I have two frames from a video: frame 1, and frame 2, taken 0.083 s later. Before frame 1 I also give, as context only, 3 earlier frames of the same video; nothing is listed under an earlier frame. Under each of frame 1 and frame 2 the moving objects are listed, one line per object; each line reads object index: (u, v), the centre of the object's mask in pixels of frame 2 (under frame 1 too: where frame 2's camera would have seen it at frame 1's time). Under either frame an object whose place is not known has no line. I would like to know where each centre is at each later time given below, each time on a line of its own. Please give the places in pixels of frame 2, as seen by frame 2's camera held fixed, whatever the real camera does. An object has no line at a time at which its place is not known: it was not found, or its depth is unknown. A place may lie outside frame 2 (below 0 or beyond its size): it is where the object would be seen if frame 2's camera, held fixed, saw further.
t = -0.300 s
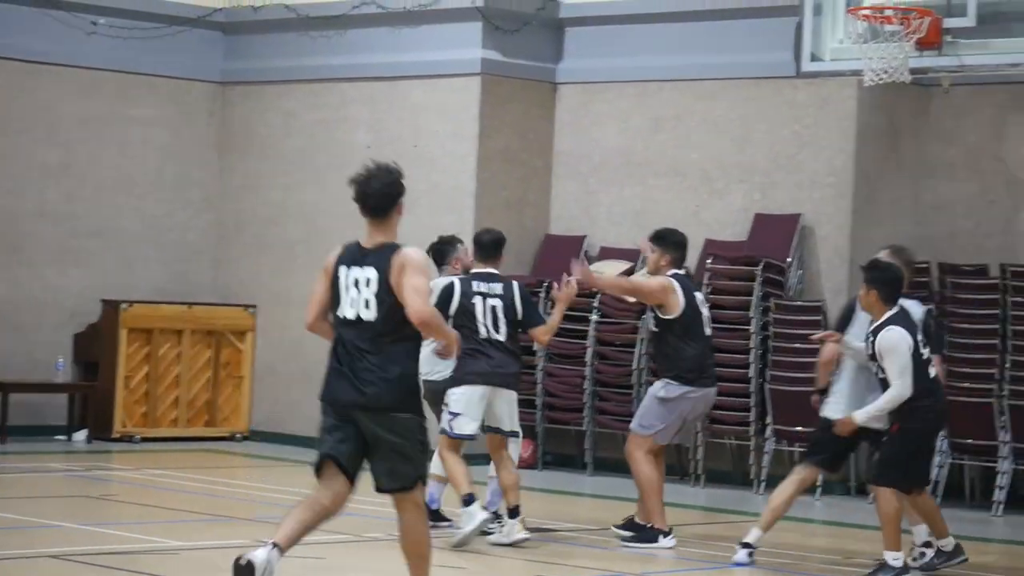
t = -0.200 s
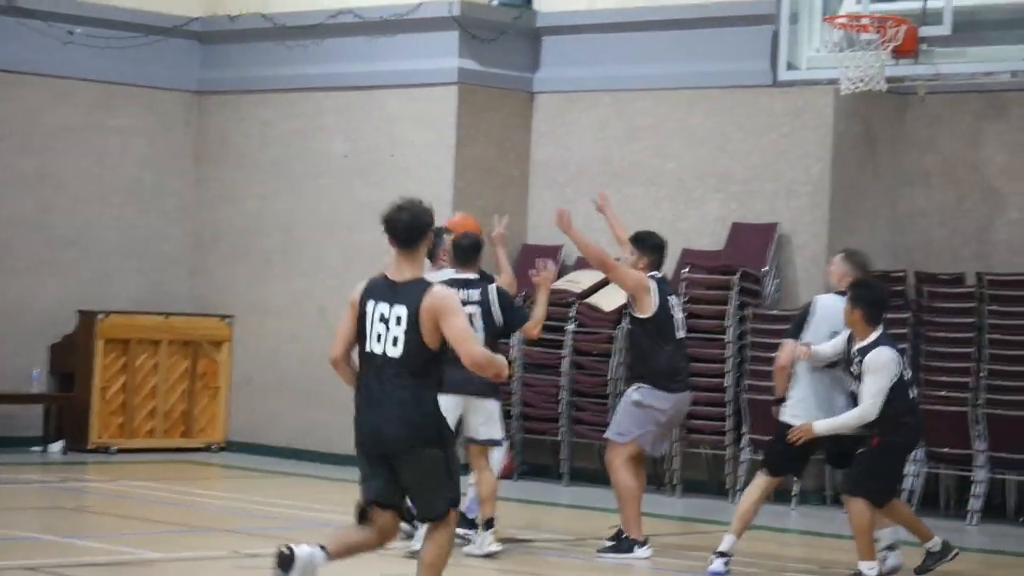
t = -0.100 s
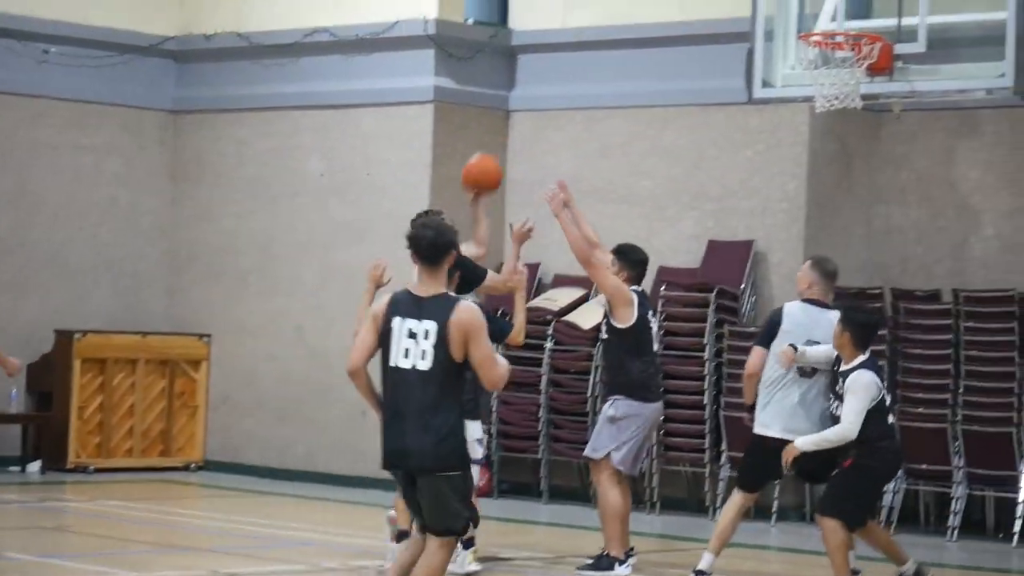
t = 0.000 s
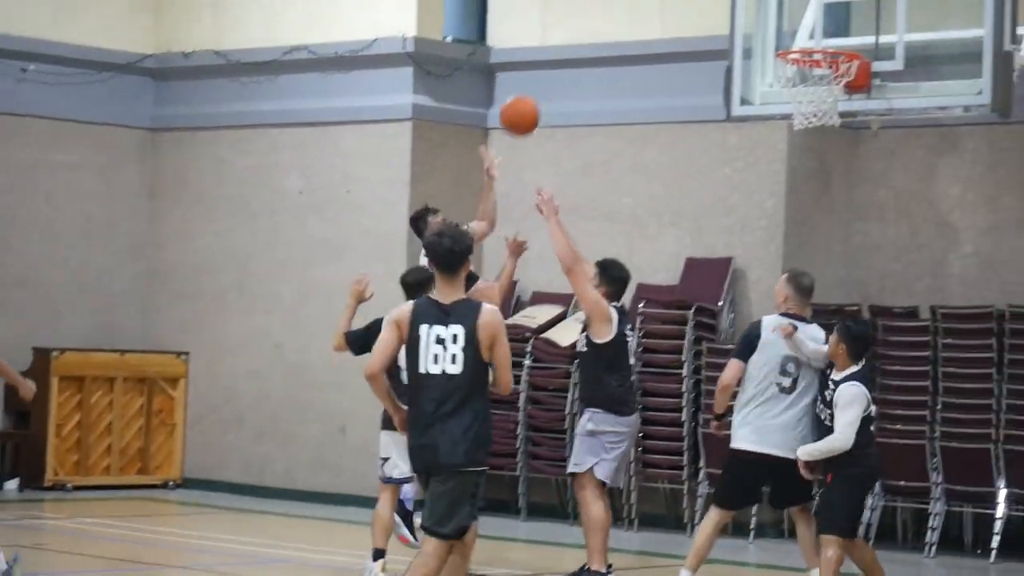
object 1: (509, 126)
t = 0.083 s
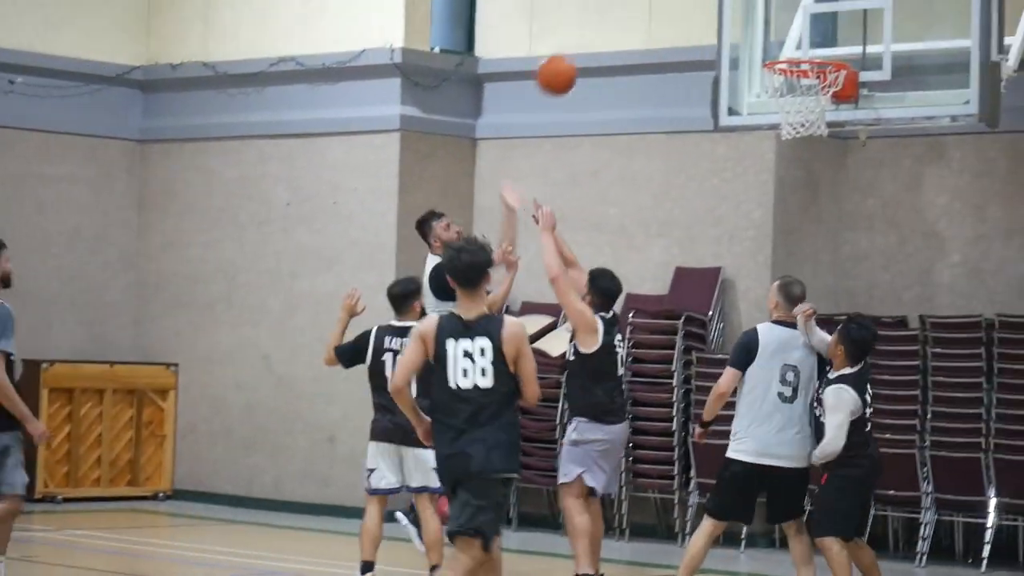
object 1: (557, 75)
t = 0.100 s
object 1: (567, 66)
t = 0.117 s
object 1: (576, 58)
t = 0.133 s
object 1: (586, 51)
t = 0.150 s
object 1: (595, 43)
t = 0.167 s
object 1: (605, 36)
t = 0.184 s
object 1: (614, 29)
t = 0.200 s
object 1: (624, 23)
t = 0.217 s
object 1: (634, 17)
